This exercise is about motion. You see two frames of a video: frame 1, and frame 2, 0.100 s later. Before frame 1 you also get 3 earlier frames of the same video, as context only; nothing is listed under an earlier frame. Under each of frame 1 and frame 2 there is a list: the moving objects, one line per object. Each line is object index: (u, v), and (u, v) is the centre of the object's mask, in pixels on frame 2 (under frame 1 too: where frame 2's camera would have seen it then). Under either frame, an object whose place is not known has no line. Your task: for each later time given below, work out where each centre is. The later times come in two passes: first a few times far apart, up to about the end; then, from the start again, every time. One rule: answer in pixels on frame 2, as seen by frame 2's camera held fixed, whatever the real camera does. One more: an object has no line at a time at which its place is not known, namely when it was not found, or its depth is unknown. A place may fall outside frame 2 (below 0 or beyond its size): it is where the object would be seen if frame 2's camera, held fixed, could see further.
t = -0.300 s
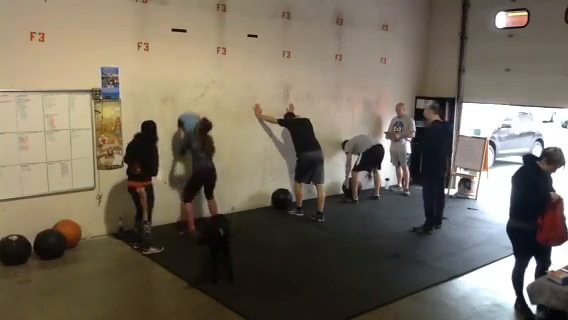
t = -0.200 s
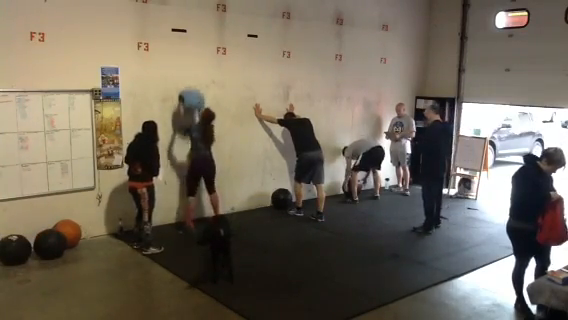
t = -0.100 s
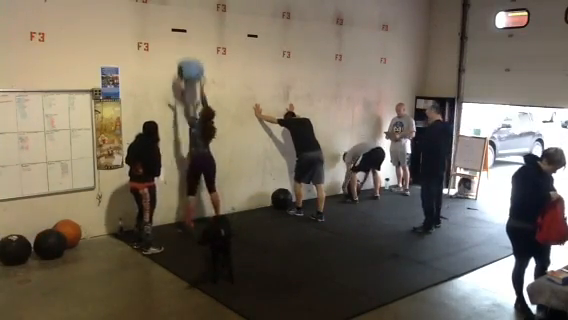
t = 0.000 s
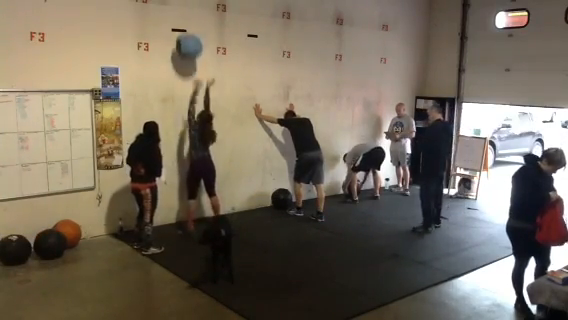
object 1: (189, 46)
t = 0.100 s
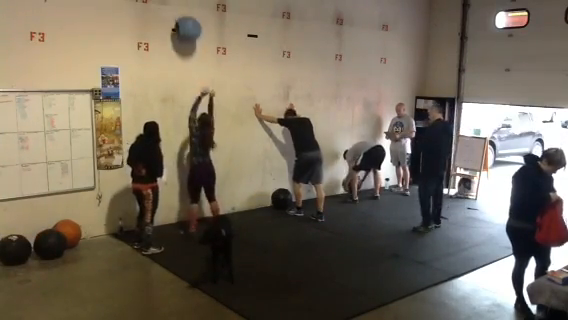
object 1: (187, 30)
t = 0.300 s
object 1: (184, 18)
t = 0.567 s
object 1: (188, 40)
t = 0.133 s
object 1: (186, 26)
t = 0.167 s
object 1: (186, 22)
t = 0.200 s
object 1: (185, 20)
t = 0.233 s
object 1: (184, 19)
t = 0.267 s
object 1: (184, 18)
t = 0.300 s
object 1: (184, 18)
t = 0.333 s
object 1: (184, 18)
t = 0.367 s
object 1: (184, 20)
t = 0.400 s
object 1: (185, 20)
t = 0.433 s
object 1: (185, 22)
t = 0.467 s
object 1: (186, 26)
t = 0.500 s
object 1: (187, 29)
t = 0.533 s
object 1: (187, 34)
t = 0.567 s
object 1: (188, 40)
